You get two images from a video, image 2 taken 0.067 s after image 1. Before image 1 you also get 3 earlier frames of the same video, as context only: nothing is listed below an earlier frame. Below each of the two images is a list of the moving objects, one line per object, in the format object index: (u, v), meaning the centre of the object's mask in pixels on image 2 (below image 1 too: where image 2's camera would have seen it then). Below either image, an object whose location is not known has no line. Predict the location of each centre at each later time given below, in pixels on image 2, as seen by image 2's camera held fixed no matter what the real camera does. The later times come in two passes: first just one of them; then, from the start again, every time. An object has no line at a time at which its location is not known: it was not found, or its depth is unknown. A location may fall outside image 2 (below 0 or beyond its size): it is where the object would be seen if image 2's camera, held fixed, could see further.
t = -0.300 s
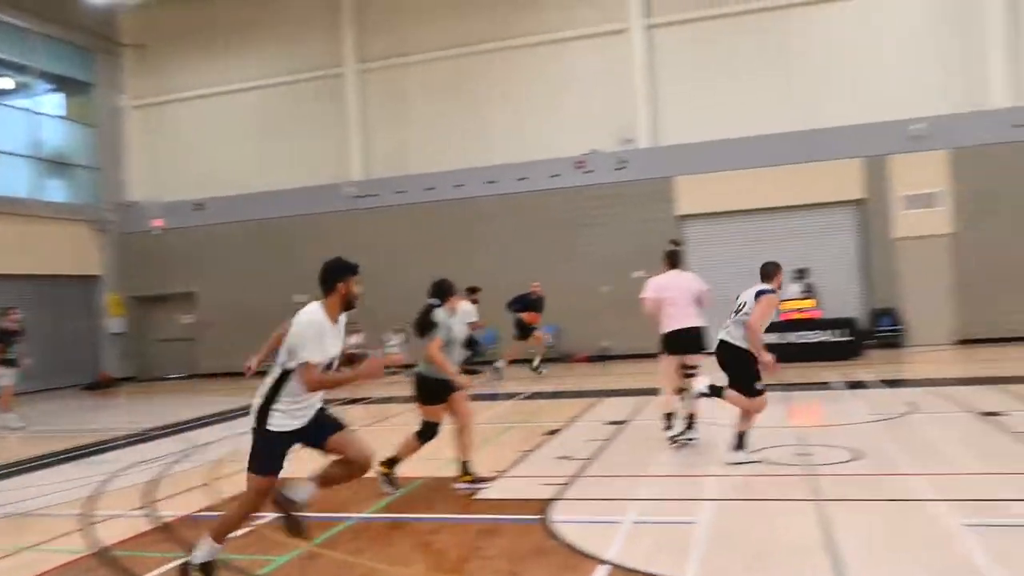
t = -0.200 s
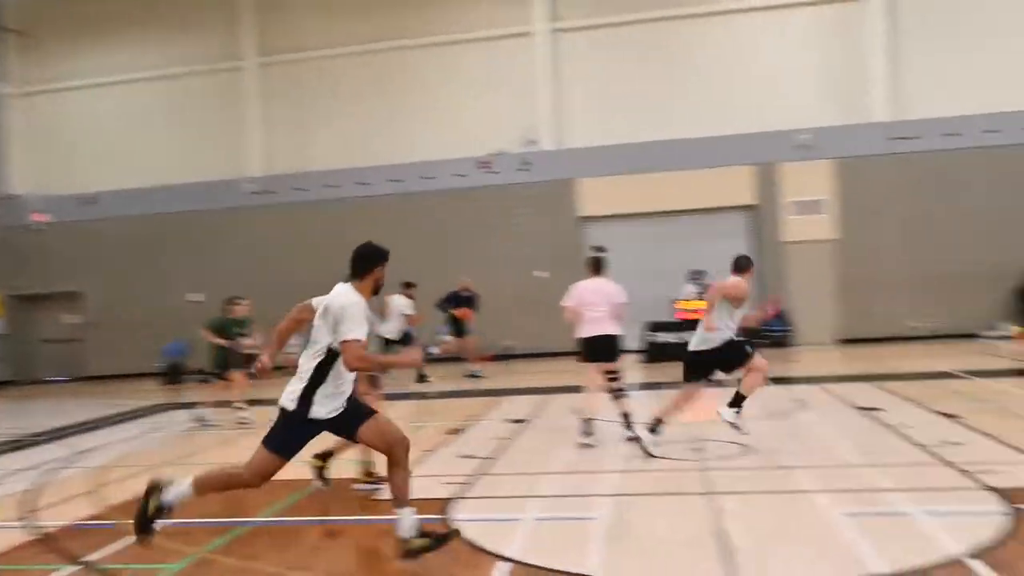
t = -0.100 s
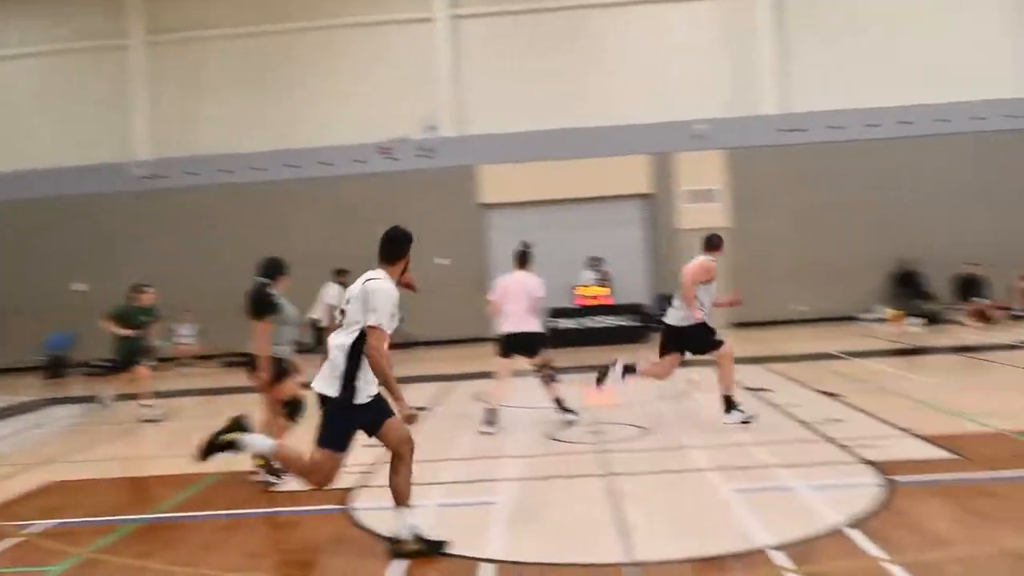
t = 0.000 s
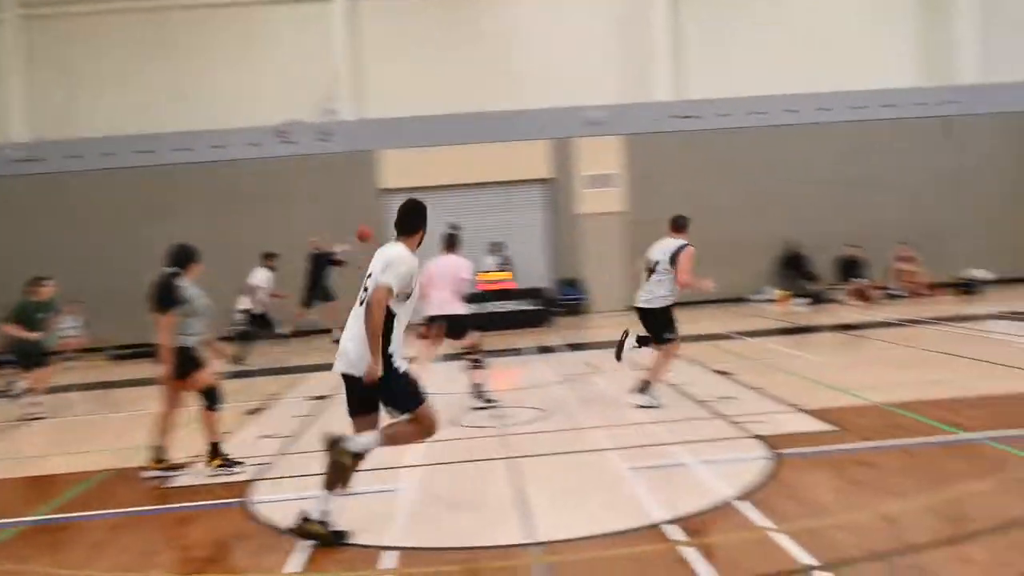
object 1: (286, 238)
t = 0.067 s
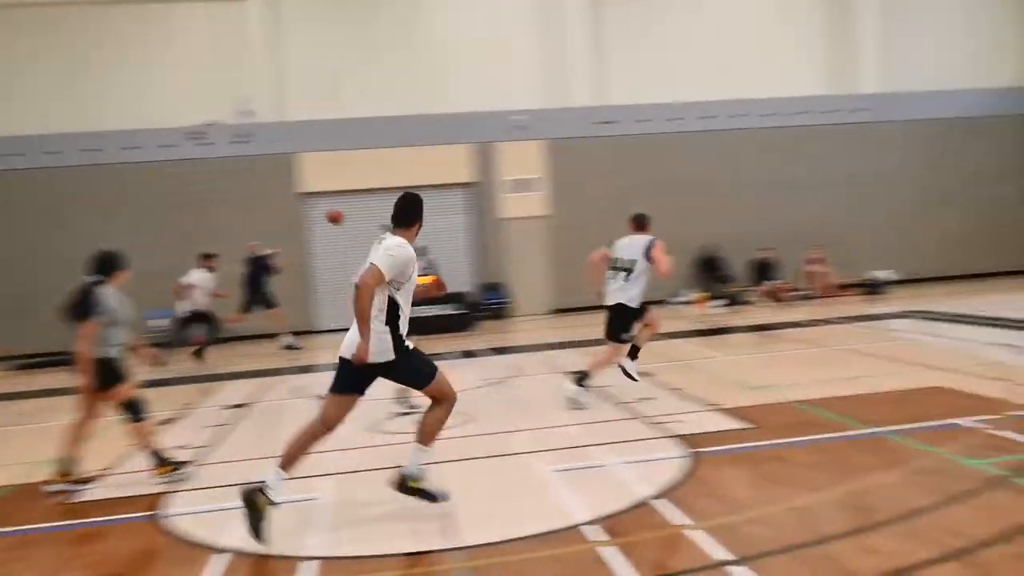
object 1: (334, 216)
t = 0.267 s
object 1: (498, 161)
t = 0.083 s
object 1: (347, 212)
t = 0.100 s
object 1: (360, 206)
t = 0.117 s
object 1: (373, 202)
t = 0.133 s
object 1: (387, 197)
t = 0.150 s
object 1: (400, 192)
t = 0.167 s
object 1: (413, 187)
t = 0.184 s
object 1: (427, 182)
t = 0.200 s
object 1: (440, 178)
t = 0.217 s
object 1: (455, 173)
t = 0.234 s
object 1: (469, 169)
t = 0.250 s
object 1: (483, 165)
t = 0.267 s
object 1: (498, 161)
